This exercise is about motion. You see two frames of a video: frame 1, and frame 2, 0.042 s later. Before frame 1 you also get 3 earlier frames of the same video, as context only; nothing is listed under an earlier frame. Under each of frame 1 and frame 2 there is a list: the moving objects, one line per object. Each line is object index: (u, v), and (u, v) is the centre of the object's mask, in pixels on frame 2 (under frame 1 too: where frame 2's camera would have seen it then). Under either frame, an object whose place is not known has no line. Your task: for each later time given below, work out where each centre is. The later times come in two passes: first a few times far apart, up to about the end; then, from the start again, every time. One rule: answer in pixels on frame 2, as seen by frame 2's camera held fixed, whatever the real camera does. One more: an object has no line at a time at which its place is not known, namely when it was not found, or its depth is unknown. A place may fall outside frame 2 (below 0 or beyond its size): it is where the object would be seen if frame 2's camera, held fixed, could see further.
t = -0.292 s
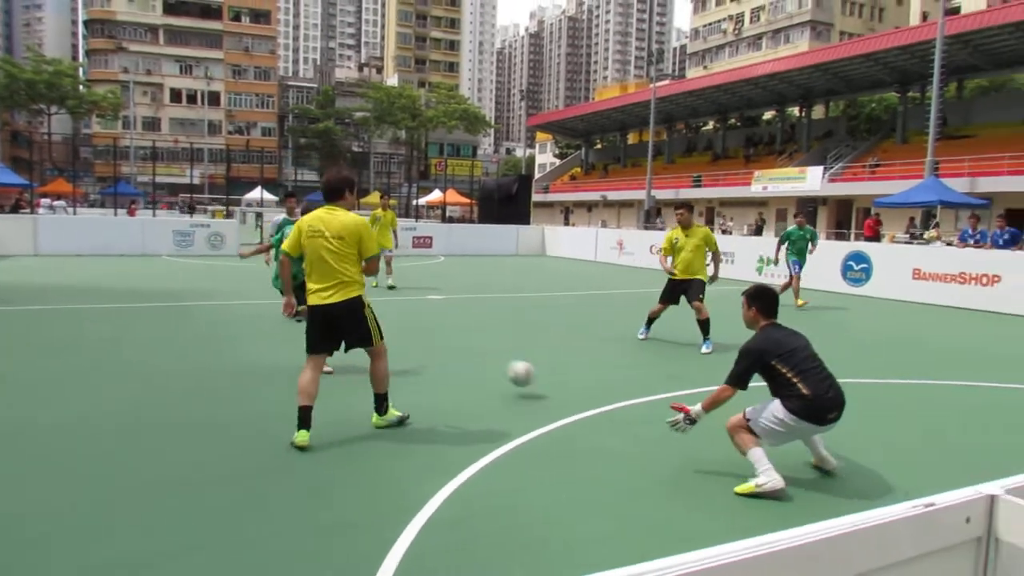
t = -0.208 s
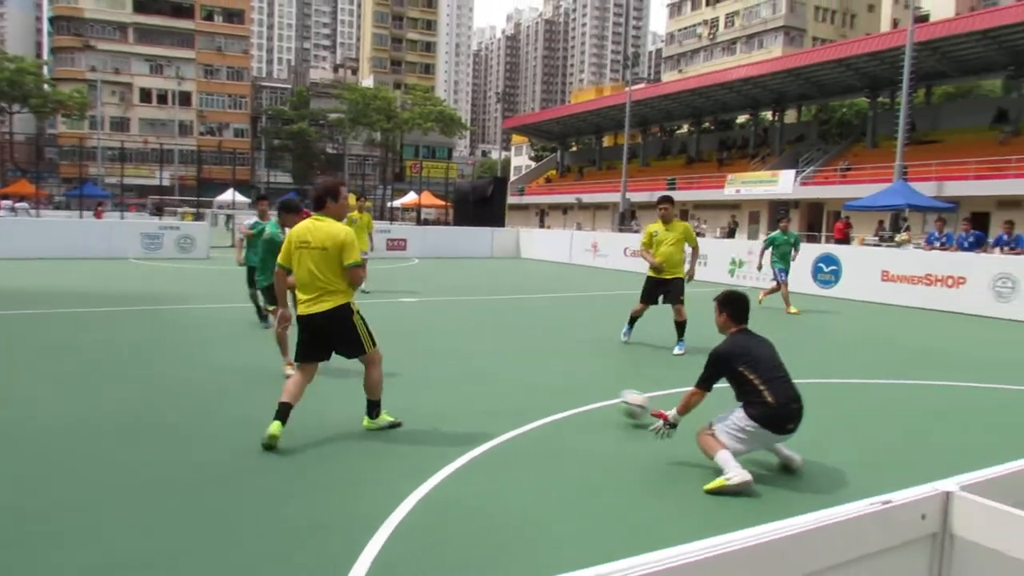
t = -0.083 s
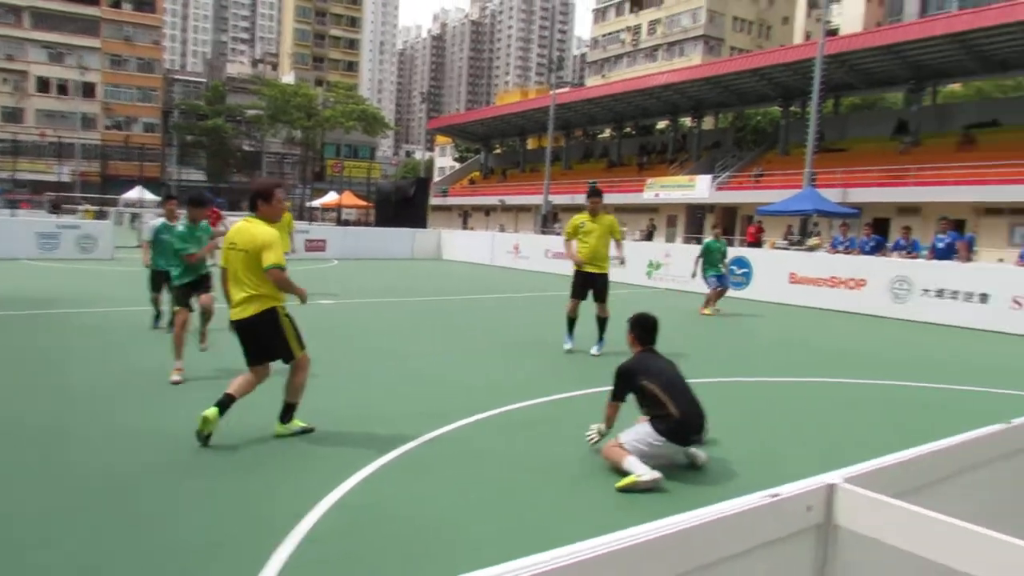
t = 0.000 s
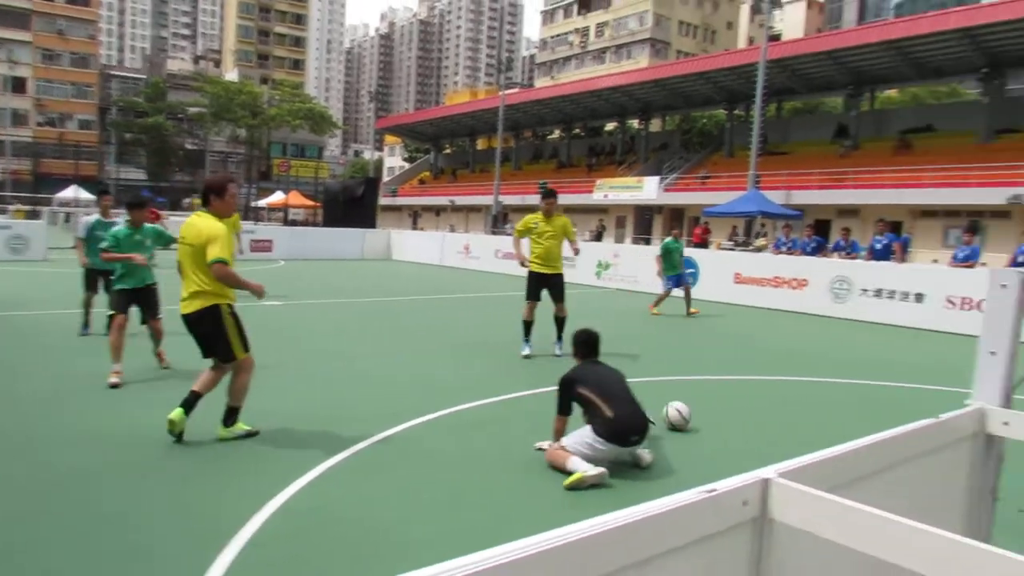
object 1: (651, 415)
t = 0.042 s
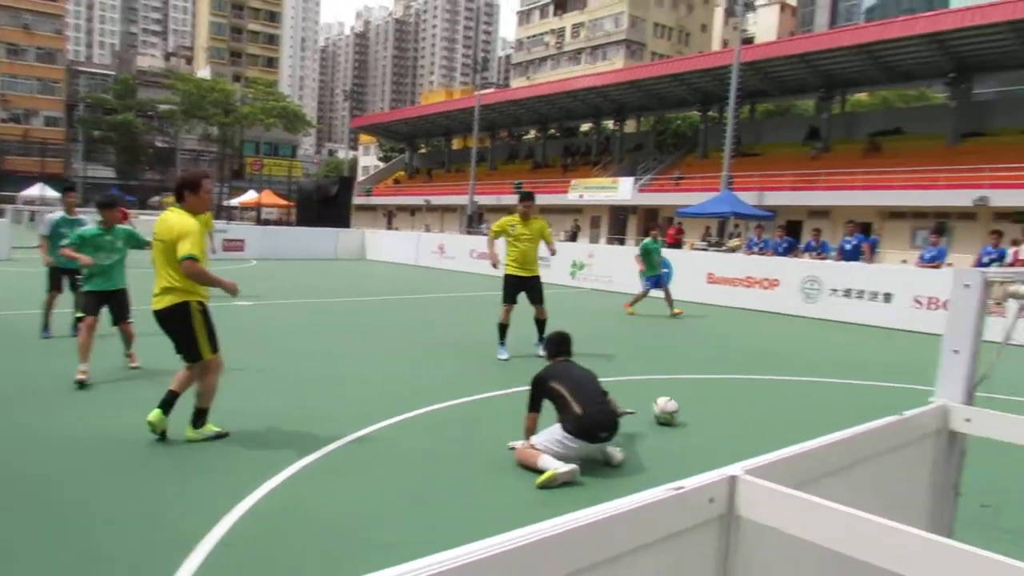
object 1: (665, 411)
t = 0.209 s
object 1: (722, 399)
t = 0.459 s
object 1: (787, 386)
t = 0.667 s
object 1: (831, 376)
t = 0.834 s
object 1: (860, 369)
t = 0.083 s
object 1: (680, 408)
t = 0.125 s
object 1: (697, 404)
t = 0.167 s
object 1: (710, 401)
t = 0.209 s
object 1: (722, 399)
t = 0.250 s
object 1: (734, 396)
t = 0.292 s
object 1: (746, 394)
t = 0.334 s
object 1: (757, 392)
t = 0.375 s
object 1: (767, 389)
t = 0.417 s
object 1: (777, 388)
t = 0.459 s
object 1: (787, 386)
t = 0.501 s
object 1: (797, 385)
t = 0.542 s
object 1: (806, 382)
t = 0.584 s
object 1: (815, 380)
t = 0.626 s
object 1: (823, 378)
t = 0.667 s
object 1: (831, 376)
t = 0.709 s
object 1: (839, 375)
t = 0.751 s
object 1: (846, 373)
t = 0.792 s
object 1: (854, 371)
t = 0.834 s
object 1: (860, 369)
